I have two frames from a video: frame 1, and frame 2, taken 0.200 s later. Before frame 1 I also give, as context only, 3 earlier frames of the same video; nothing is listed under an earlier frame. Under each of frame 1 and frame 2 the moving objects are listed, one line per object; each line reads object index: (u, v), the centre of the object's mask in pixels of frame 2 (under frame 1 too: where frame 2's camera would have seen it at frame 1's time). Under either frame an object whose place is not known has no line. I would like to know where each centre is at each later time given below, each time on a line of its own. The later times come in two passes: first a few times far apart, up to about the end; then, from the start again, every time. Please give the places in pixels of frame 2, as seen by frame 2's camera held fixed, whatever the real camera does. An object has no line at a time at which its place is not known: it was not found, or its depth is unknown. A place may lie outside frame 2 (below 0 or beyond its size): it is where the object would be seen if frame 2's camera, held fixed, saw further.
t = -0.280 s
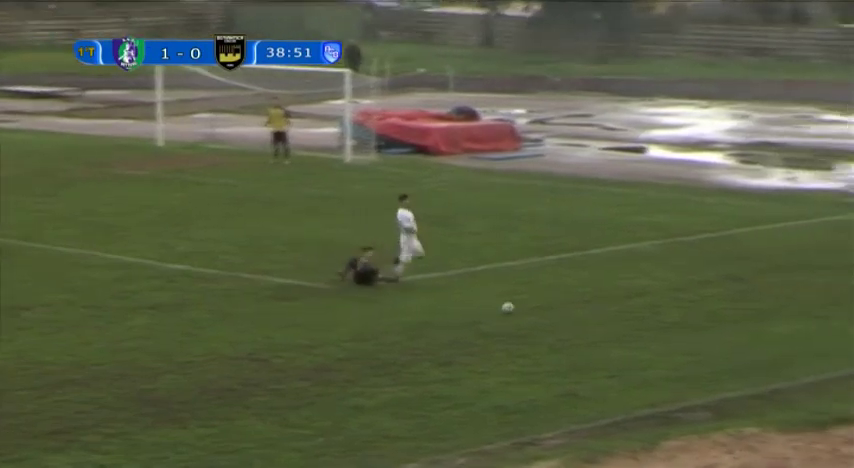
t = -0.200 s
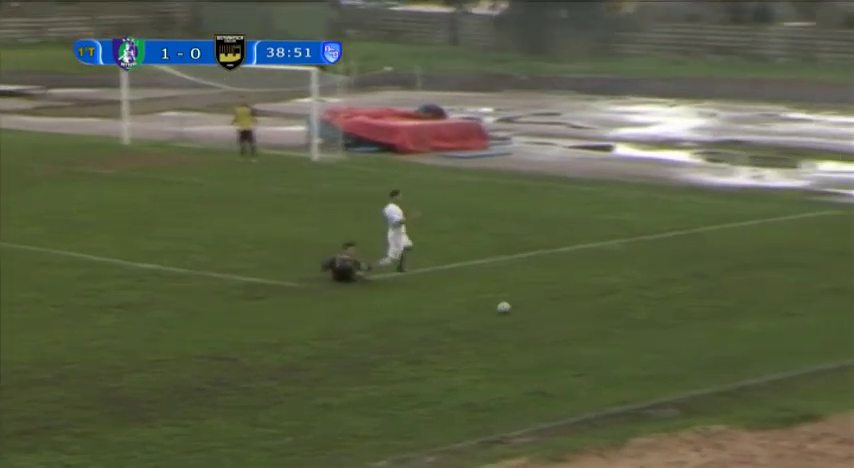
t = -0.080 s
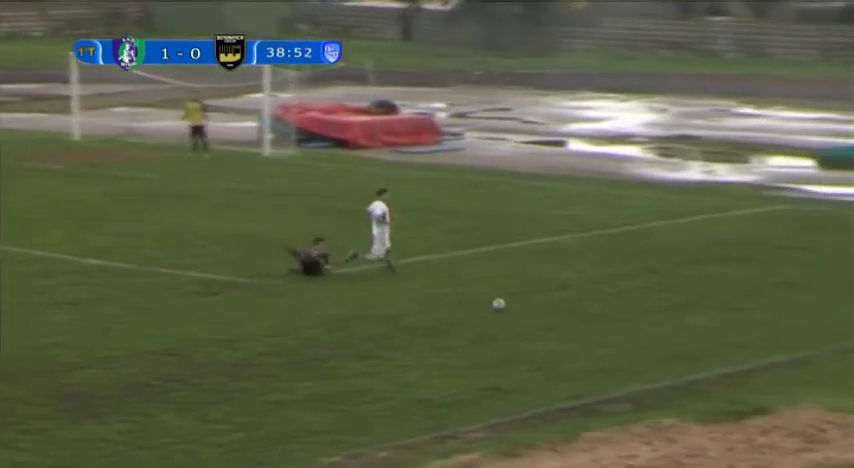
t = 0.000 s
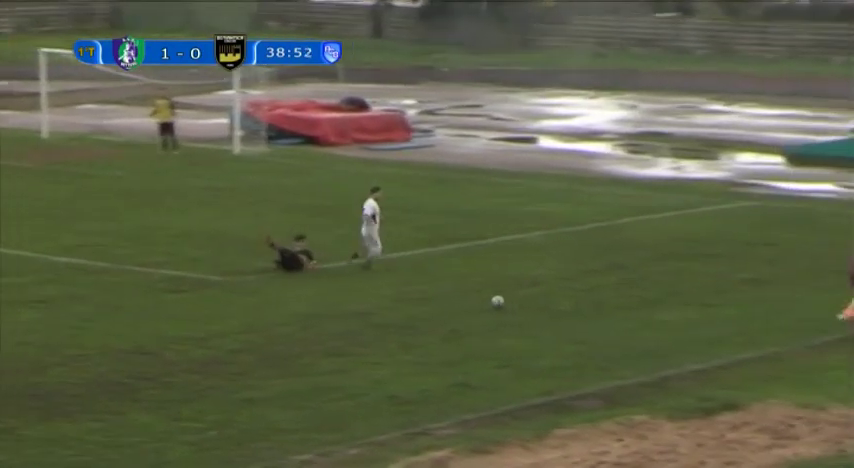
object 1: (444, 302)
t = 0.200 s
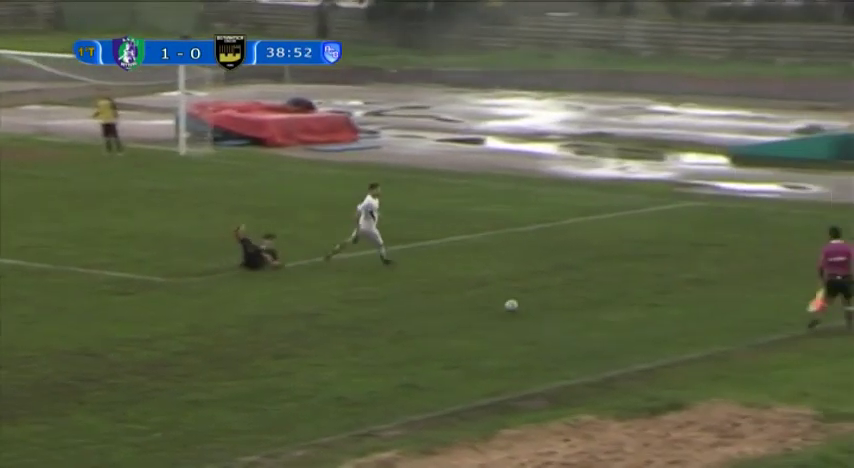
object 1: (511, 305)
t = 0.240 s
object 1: (525, 305)
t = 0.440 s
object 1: (590, 310)
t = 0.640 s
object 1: (654, 314)
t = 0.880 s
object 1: (729, 319)
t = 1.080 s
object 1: (787, 319)
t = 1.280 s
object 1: (845, 324)
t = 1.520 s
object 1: (912, 326)
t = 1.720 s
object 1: (966, 330)
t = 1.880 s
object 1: (1007, 333)
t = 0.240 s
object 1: (525, 305)
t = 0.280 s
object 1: (537, 307)
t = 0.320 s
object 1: (551, 309)
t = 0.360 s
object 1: (564, 310)
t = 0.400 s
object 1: (578, 310)
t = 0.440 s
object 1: (590, 310)
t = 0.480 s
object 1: (603, 311)
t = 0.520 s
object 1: (615, 313)
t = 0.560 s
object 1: (629, 314)
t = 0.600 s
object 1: (642, 314)
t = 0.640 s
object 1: (654, 314)
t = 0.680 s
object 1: (666, 315)
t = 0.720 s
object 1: (679, 316)
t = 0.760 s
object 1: (691, 316)
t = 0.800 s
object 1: (704, 316)
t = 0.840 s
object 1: (717, 317)
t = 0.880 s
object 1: (729, 319)
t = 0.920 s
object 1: (741, 318)
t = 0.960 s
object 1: (752, 318)
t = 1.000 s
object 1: (765, 319)
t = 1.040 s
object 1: (776, 320)
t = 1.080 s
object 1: (787, 319)
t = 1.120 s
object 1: (799, 319)
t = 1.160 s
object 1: (811, 320)
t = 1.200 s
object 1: (821, 321)
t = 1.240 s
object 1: (834, 323)
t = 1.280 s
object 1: (845, 324)
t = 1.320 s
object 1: (856, 324)
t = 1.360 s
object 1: (868, 324)
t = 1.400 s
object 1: (879, 325)
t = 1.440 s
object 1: (890, 326)
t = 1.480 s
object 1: (901, 326)
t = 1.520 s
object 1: (912, 326)
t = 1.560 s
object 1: (922, 326)
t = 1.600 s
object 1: (934, 327)
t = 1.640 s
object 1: (944, 329)
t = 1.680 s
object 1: (955, 329)
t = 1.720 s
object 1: (966, 330)
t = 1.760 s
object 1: (976, 330)
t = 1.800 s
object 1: (987, 331)
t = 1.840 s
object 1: (997, 333)
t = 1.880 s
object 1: (1007, 333)
